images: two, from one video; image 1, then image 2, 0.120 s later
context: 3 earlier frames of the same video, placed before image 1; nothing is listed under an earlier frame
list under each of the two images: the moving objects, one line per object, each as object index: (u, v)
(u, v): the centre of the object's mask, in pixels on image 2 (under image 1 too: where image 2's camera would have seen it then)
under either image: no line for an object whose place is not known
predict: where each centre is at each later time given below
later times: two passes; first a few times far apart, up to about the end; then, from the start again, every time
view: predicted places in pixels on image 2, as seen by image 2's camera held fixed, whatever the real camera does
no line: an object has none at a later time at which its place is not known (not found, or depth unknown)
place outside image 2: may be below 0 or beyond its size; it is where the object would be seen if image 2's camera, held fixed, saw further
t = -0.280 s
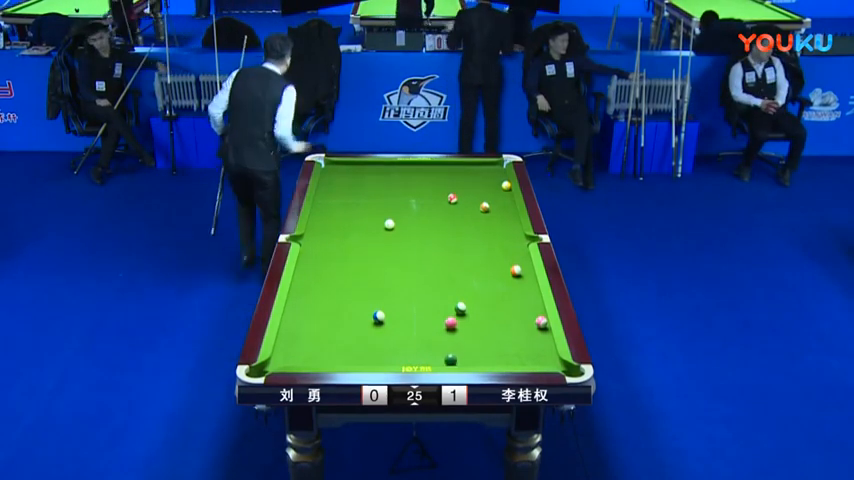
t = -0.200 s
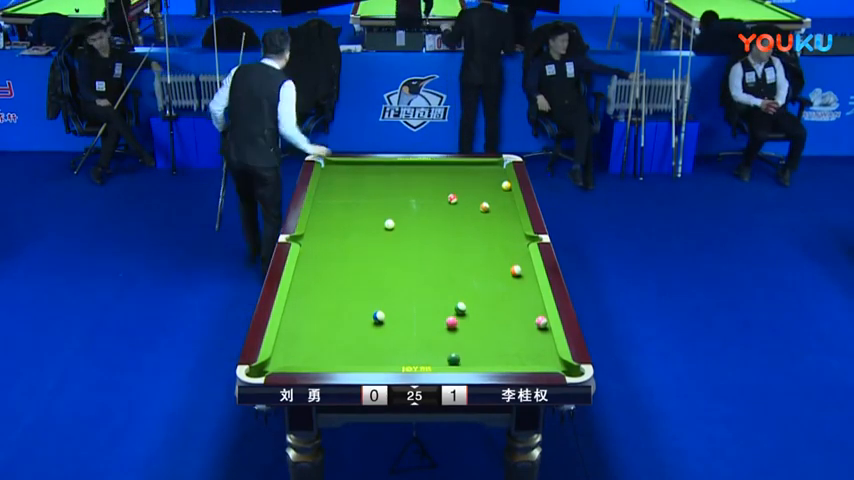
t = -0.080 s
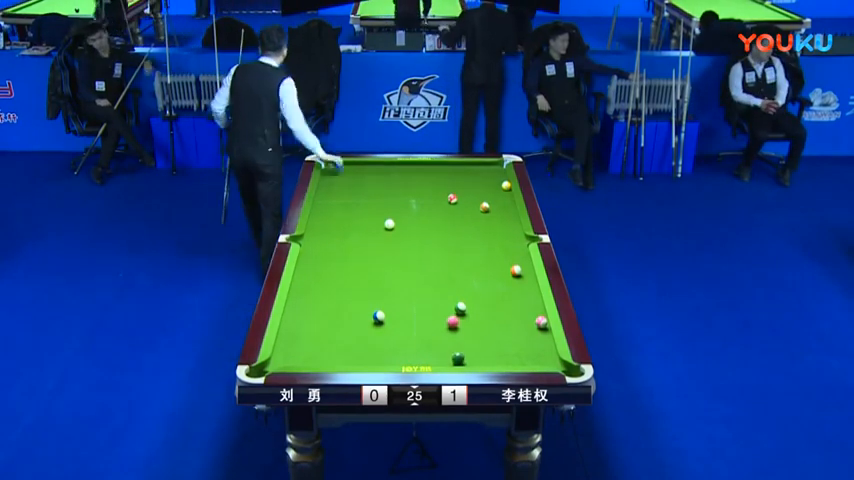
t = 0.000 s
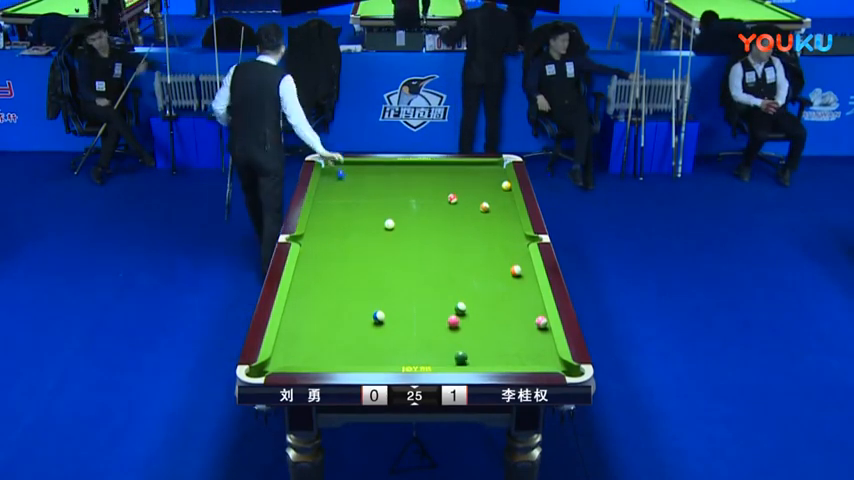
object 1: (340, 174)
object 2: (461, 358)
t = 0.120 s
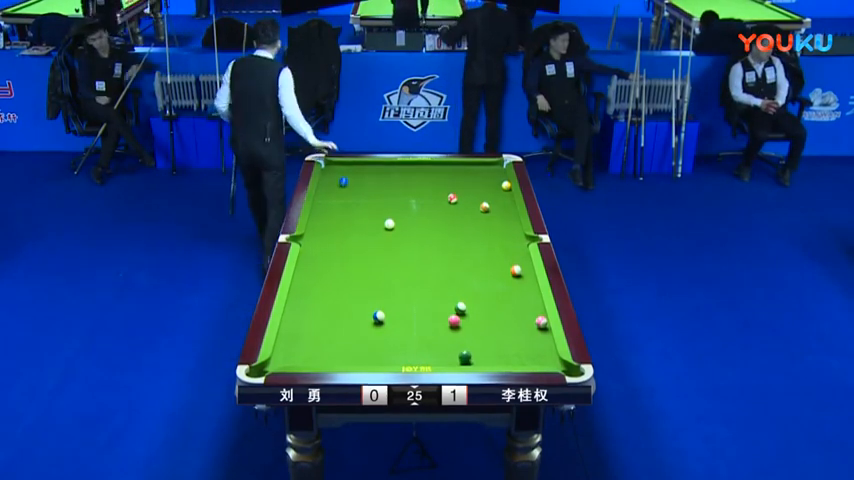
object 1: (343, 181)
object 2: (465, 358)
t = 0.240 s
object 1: (344, 188)
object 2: (468, 357)
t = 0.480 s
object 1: (347, 200)
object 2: (475, 356)
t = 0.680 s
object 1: (349, 211)
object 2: (480, 354)
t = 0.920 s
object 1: (352, 224)
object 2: (485, 353)
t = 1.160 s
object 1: (355, 239)
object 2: (489, 352)
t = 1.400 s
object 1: (358, 253)
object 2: (492, 351)
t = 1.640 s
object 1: (362, 268)
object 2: (493, 350)
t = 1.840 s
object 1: (365, 281)
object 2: (494, 350)
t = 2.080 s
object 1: (369, 297)
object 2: (494, 349)
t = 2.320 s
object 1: (371, 312)
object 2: (495, 349)
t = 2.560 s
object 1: (365, 318)
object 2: (495, 349)
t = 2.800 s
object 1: (358, 324)
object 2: (495, 349)
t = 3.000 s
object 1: (353, 329)
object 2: (494, 349)
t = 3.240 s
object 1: (348, 334)
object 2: (495, 349)
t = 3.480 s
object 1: (342, 339)
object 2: (495, 349)
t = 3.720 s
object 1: (338, 343)
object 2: (495, 349)
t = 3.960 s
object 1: (334, 347)
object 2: (495, 349)
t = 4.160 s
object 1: (330, 349)
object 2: (495, 349)
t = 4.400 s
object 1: (327, 353)
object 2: (495, 349)
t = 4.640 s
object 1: (325, 355)
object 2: (495, 349)
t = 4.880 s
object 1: (322, 357)
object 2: (495, 349)
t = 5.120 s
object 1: (321, 358)
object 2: (495, 349)
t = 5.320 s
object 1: (320, 358)
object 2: (495, 349)
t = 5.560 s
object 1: (319, 359)
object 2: (495, 349)
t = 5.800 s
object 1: (319, 359)
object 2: (495, 349)
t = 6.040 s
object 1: (319, 359)
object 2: (495, 349)
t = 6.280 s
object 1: (319, 359)
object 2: (495, 349)
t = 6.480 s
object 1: (319, 359)
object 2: (495, 349)
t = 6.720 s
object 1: (319, 359)
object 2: (495, 349)
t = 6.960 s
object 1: (319, 359)
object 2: (495, 349)
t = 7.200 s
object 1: (319, 359)
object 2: (494, 349)
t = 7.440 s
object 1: (319, 359)
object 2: (494, 349)
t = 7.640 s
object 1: (319, 359)
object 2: (494, 349)
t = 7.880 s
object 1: (319, 359)
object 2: (495, 349)
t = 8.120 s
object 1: (319, 359)
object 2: (495, 349)
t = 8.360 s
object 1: (319, 359)
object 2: (494, 349)
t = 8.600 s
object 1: (319, 359)
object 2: (494, 349)
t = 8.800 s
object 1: (319, 359)
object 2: (494, 349)
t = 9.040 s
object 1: (319, 359)
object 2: (494, 349)
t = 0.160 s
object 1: (343, 184)
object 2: (466, 358)
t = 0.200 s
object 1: (344, 186)
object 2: (468, 357)
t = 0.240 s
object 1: (344, 188)
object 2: (468, 357)
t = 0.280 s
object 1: (345, 189)
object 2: (470, 356)
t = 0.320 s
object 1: (345, 192)
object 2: (471, 356)
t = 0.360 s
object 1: (346, 194)
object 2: (472, 356)
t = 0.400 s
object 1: (346, 196)
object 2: (473, 356)
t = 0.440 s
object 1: (346, 197)
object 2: (474, 356)
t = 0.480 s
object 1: (347, 200)
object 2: (475, 356)
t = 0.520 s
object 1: (347, 202)
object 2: (476, 355)
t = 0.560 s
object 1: (348, 204)
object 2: (477, 355)
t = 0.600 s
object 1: (349, 206)
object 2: (478, 355)
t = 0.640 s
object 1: (349, 209)
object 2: (479, 355)
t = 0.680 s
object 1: (349, 211)
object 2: (480, 354)
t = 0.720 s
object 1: (350, 213)
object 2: (481, 354)
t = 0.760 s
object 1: (350, 215)
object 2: (482, 353)
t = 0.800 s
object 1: (351, 217)
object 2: (483, 353)
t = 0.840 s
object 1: (351, 220)
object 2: (484, 353)
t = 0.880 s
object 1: (352, 222)
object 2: (484, 353)
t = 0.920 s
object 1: (352, 224)
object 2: (485, 353)
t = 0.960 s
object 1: (353, 227)
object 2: (486, 353)
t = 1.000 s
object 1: (353, 229)
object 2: (486, 353)
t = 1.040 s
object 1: (354, 231)
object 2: (487, 352)
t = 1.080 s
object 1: (354, 234)
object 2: (488, 352)
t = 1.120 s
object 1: (355, 236)
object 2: (488, 352)
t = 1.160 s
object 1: (355, 239)
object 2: (489, 352)
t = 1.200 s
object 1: (356, 241)
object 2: (489, 352)
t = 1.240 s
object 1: (356, 243)
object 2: (490, 352)
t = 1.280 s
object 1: (357, 246)
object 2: (491, 351)
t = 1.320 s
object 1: (357, 248)
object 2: (491, 351)
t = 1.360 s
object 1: (358, 251)
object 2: (491, 351)
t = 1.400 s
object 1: (358, 253)
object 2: (492, 351)
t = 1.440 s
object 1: (359, 255)
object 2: (492, 351)
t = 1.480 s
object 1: (360, 258)
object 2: (492, 350)
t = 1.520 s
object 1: (360, 261)
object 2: (493, 350)
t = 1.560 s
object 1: (361, 263)
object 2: (493, 350)
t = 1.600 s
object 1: (361, 265)
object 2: (493, 350)
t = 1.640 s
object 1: (362, 268)
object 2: (493, 350)
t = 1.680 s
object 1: (362, 271)
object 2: (494, 350)
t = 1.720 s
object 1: (363, 273)
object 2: (494, 350)
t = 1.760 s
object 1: (364, 276)
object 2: (494, 350)
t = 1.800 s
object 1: (364, 279)
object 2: (494, 350)
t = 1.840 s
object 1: (365, 281)
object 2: (494, 350)
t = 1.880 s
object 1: (366, 284)
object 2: (494, 349)
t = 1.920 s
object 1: (366, 286)
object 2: (494, 349)
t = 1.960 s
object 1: (367, 289)
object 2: (494, 349)
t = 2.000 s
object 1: (368, 292)
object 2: (494, 349)
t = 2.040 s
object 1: (368, 295)
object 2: (494, 349)
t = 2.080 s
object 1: (369, 297)
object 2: (494, 349)
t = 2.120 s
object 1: (370, 300)
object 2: (495, 349)
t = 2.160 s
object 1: (370, 303)
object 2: (494, 349)
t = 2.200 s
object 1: (371, 305)
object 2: (494, 349)
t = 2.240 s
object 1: (371, 308)
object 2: (495, 349)
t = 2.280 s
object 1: (371, 310)
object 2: (495, 349)
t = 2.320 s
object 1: (371, 312)
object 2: (495, 349)
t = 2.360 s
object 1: (370, 313)
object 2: (495, 349)
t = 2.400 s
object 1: (369, 314)
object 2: (495, 349)
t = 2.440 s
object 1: (368, 315)
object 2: (495, 349)
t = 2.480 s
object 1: (367, 316)
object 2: (495, 349)
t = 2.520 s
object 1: (366, 317)
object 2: (495, 349)
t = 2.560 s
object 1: (365, 318)
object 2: (495, 349)
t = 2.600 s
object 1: (363, 319)
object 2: (495, 349)
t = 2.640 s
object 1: (362, 321)
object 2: (494, 349)
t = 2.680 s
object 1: (362, 321)
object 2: (495, 349)
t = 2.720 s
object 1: (360, 322)
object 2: (495, 349)
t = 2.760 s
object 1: (359, 323)
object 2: (495, 349)
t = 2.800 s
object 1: (358, 324)
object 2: (495, 349)
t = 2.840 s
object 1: (357, 325)
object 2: (495, 349)
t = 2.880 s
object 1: (356, 326)
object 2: (495, 349)
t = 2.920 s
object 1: (355, 327)
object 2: (495, 349)
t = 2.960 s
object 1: (354, 328)
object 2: (495, 349)
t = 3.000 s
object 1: (353, 329)
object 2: (494, 349)
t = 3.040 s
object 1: (352, 330)
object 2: (495, 349)
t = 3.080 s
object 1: (351, 331)
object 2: (494, 349)
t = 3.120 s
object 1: (351, 331)
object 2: (495, 349)
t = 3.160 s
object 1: (350, 332)
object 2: (495, 349)
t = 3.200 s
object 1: (349, 333)
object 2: (495, 349)
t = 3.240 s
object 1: (348, 334)
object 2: (495, 349)
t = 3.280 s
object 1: (347, 335)
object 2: (495, 349)
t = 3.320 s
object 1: (346, 335)
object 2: (495, 349)
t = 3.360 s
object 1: (345, 336)
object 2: (495, 349)
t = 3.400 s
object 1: (344, 337)
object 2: (495, 349)
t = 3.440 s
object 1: (343, 338)
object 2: (495, 349)
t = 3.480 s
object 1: (342, 339)
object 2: (495, 349)
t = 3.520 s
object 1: (342, 339)
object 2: (495, 349)
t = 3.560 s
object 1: (341, 340)
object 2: (495, 349)
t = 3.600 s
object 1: (340, 341)
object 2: (495, 349)
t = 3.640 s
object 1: (339, 342)
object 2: (495, 349)
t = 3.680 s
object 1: (339, 342)
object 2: (495, 349)
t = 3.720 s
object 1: (338, 343)
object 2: (495, 349)
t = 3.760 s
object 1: (337, 344)
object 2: (495, 349)
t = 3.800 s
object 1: (336, 344)
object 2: (495, 349)
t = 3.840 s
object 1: (336, 345)
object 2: (495, 349)
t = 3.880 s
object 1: (335, 346)
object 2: (495, 349)
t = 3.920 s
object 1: (334, 346)
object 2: (495, 349)
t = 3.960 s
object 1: (334, 347)
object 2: (495, 349)
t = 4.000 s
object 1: (333, 347)
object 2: (495, 349)
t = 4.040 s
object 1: (332, 348)
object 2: (495, 349)
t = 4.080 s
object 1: (332, 349)
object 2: (494, 349)
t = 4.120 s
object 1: (331, 349)
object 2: (494, 349)
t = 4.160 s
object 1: (330, 349)
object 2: (495, 349)
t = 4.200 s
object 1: (330, 350)
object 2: (495, 349)
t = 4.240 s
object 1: (329, 351)
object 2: (495, 349)
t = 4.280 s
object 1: (329, 351)
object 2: (495, 349)
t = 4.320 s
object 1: (328, 352)
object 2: (495, 349)
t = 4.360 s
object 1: (328, 352)
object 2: (495, 349)
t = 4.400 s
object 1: (327, 353)
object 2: (495, 349)
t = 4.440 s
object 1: (327, 353)
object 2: (495, 349)
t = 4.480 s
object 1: (326, 353)
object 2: (495, 349)
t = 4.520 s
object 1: (326, 354)
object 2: (495, 349)
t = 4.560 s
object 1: (325, 354)
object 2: (495, 349)
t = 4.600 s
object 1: (325, 355)
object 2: (495, 349)
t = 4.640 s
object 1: (325, 355)
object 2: (495, 349)
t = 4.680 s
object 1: (324, 355)
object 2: (495, 349)
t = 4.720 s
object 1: (324, 356)
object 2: (495, 349)
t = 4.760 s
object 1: (324, 356)
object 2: (495, 349)
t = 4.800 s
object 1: (323, 356)
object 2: (495, 349)
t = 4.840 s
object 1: (323, 357)
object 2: (495, 349)
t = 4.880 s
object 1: (322, 357)
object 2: (495, 349)
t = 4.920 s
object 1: (322, 357)
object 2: (495, 349)
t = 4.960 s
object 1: (322, 357)
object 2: (495, 349)
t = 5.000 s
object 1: (322, 357)
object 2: (495, 349)
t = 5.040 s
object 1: (321, 357)
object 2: (495, 349)
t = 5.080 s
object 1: (321, 358)
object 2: (495, 349)
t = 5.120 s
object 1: (321, 358)
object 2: (495, 349)
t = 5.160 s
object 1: (321, 358)
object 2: (495, 349)
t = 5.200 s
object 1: (320, 358)
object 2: (495, 349)
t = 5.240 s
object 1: (320, 358)
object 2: (495, 349)
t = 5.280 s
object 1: (320, 358)
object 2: (495, 349)
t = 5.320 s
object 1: (320, 358)
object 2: (495, 349)
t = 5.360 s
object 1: (320, 359)
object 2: (495, 349)
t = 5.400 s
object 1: (320, 359)
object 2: (495, 349)
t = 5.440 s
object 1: (319, 359)
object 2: (495, 349)
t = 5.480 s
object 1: (319, 359)
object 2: (495, 349)
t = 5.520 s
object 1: (319, 359)
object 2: (495, 349)
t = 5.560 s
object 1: (319, 359)
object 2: (495, 349)
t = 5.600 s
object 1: (319, 359)
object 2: (495, 349)
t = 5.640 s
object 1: (319, 359)
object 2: (495, 349)
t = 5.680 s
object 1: (319, 358)
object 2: (495, 349)
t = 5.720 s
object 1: (319, 359)
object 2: (495, 349)
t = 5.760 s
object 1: (319, 359)
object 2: (495, 349)
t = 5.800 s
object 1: (319, 359)
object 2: (495, 349)
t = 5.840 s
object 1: (319, 359)
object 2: (495, 349)
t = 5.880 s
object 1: (319, 359)
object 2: (495, 349)
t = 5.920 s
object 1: (319, 359)
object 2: (495, 349)
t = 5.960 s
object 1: (319, 359)
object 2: (495, 349)
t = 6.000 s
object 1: (319, 359)
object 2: (495, 349)
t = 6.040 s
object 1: (319, 359)
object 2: (495, 349)
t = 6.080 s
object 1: (319, 359)
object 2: (495, 349)
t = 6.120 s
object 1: (319, 359)
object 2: (495, 349)
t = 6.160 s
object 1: (319, 359)
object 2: (495, 349)
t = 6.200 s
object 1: (319, 359)
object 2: (495, 349)
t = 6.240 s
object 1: (319, 359)
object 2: (495, 349)
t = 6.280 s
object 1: (319, 359)
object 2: (495, 349)
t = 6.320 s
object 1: (319, 359)
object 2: (495, 349)
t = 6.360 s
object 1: (319, 359)
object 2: (495, 349)
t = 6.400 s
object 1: (319, 359)
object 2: (495, 349)
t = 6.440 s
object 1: (319, 359)
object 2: (495, 349)
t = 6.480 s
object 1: (319, 359)
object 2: (495, 349)
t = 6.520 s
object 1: (319, 359)
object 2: (495, 349)
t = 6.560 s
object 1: (319, 359)
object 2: (495, 349)
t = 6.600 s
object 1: (319, 359)
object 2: (495, 349)
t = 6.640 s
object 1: (319, 359)
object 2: (495, 349)
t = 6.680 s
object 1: (319, 359)
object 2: (495, 349)
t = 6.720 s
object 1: (319, 359)
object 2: (495, 349)
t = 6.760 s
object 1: (319, 359)
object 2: (495, 349)
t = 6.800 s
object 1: (319, 359)
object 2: (495, 349)
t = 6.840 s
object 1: (319, 359)
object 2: (495, 349)
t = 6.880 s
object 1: (319, 359)
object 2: (495, 349)
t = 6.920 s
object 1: (319, 359)
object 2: (495, 349)
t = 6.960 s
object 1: (319, 359)
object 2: (495, 349)
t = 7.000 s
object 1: (319, 359)
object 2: (494, 349)
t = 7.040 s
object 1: (319, 359)
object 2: (494, 349)
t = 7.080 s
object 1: (319, 359)
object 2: (494, 349)
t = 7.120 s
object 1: (319, 359)
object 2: (494, 349)
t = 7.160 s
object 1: (319, 359)
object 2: (494, 349)
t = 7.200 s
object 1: (319, 359)
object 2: (494, 349)
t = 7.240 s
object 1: (319, 359)
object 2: (494, 349)
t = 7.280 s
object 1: (319, 359)
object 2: (494, 349)
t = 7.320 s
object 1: (319, 359)
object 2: (494, 349)
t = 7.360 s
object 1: (319, 359)
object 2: (494, 349)
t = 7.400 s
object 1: (319, 359)
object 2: (494, 349)
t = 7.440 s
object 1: (319, 359)
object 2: (494, 349)
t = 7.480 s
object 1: (319, 359)
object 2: (494, 349)
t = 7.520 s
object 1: (319, 359)
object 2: (494, 349)
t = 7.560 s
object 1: (319, 359)
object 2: (494, 349)
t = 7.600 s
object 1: (319, 359)
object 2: (494, 349)
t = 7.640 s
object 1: (319, 359)
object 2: (494, 349)
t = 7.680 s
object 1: (319, 359)
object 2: (494, 349)
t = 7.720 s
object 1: (319, 359)
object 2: (495, 349)
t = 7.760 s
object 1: (319, 359)
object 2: (495, 349)
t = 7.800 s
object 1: (319, 359)
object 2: (495, 349)
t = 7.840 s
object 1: (319, 359)
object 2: (495, 349)
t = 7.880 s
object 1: (319, 359)
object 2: (495, 349)
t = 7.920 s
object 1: (319, 359)
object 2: (495, 349)
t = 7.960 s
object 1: (319, 359)
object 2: (495, 349)
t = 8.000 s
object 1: (319, 359)
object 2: (495, 349)
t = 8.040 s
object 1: (319, 359)
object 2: (495, 349)
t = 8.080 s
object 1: (319, 359)
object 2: (495, 349)
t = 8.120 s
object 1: (319, 359)
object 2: (495, 349)
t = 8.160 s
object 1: (319, 359)
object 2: (495, 349)
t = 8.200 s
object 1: (319, 359)
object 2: (495, 349)
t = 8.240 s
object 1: (319, 359)
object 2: (495, 349)
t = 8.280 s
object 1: (319, 359)
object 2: (495, 349)
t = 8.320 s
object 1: (319, 359)
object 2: (495, 349)
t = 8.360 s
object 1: (319, 359)
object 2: (494, 349)
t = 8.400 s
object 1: (319, 359)
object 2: (495, 349)
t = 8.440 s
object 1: (319, 359)
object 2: (494, 349)
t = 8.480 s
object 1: (319, 359)
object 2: (494, 349)
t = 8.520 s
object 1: (319, 359)
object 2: (494, 349)
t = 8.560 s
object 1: (319, 359)
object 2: (494, 349)
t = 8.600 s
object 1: (319, 359)
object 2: (494, 349)
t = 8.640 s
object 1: (319, 359)
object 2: (495, 349)
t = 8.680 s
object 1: (319, 359)
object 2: (495, 349)
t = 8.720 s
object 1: (319, 359)
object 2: (494, 349)
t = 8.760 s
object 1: (319, 359)
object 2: (495, 349)
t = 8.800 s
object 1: (319, 359)
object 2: (494, 349)
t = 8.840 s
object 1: (319, 359)
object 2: (494, 349)
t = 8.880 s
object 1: (319, 359)
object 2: (494, 349)
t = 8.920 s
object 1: (319, 359)
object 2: (494, 349)
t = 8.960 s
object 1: (319, 359)
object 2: (494, 349)
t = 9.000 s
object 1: (319, 359)
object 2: (494, 349)
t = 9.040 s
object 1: (319, 359)
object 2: (494, 349)
